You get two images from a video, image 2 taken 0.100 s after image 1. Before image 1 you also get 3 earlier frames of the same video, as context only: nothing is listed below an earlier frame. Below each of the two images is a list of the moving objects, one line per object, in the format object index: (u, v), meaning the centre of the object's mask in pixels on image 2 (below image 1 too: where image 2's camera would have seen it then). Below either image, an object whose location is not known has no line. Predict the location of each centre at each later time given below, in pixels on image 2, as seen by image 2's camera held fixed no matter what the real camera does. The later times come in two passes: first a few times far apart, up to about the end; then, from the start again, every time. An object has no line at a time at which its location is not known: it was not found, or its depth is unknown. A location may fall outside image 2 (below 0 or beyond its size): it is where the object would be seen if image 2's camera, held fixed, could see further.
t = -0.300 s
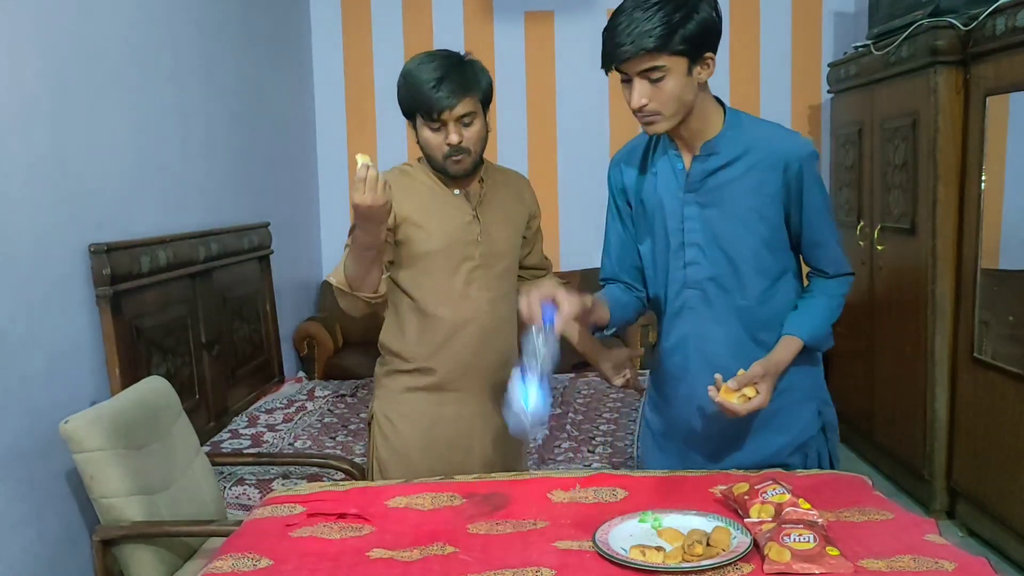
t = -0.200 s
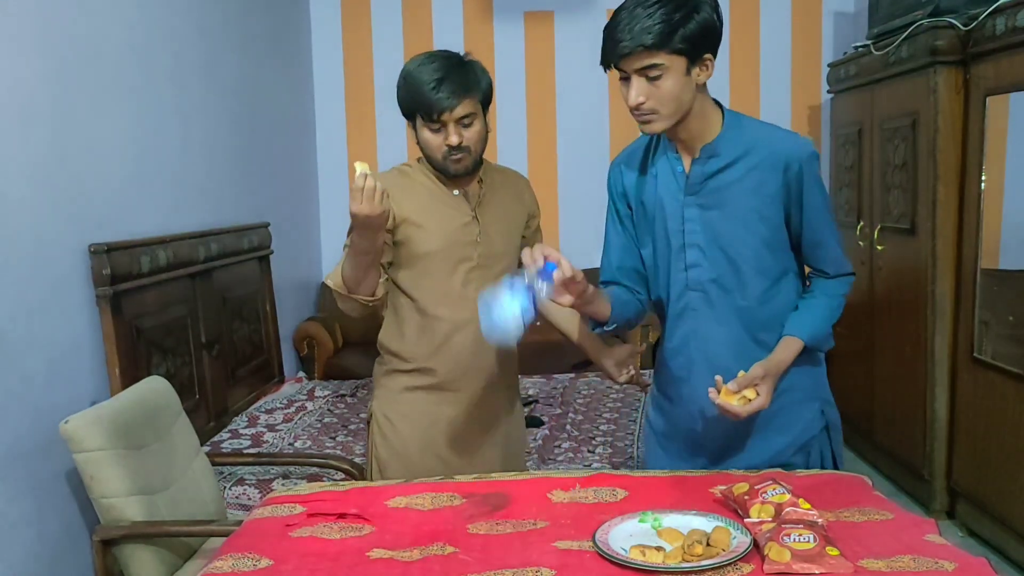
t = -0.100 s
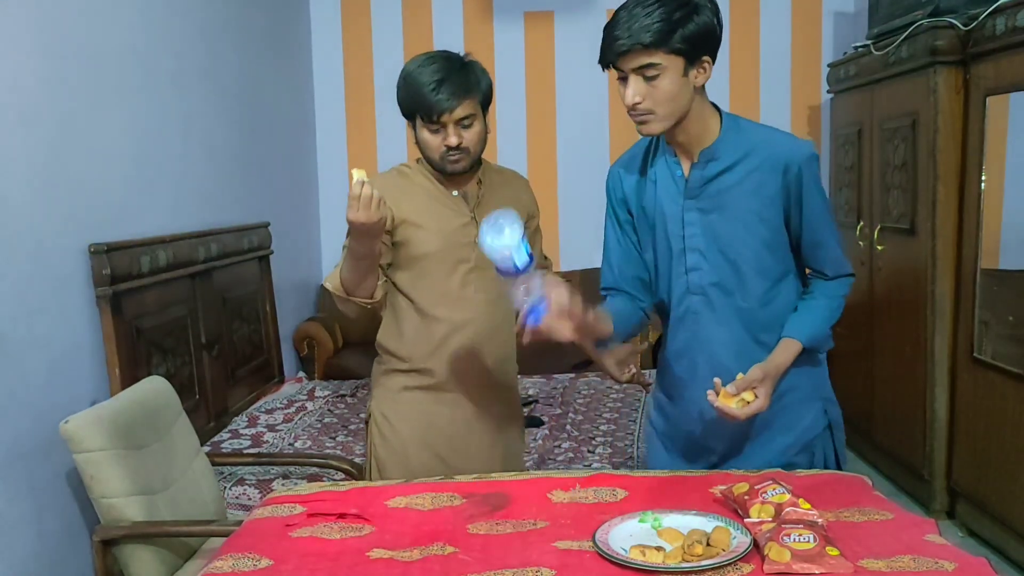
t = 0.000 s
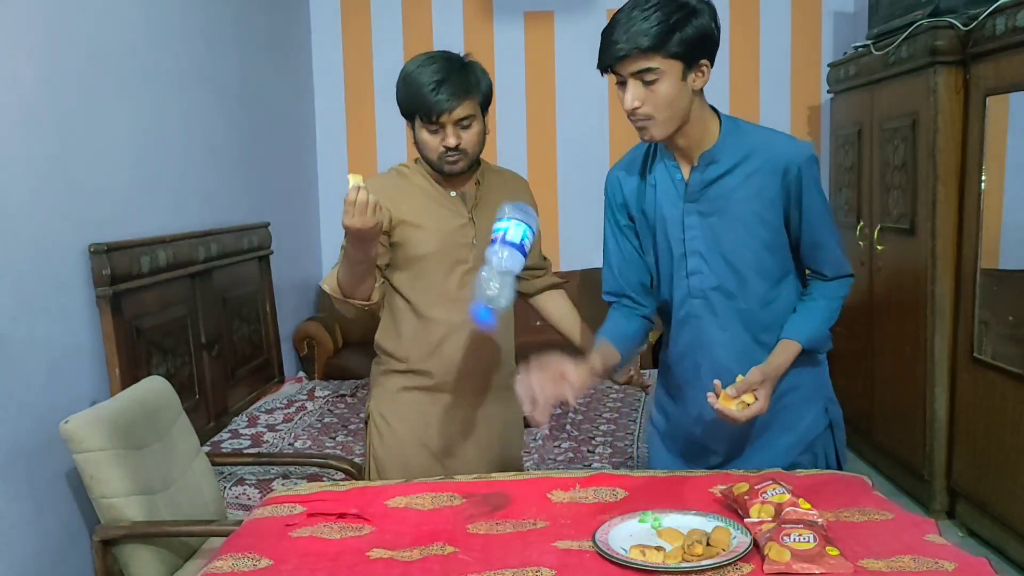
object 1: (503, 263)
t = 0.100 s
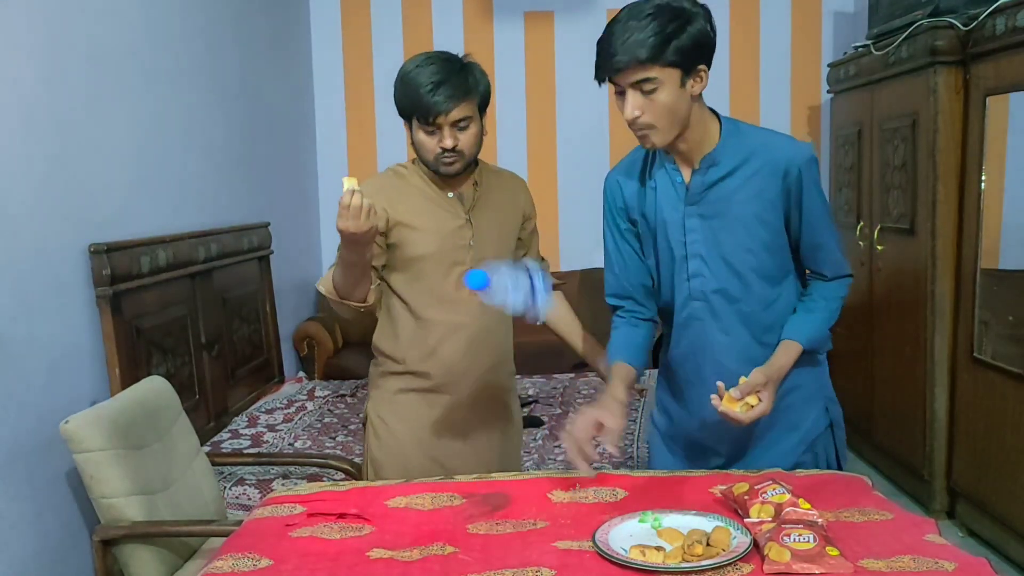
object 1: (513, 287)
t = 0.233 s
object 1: (535, 432)
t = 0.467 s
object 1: (572, 474)
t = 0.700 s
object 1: (576, 487)
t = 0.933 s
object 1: (576, 486)
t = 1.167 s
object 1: (576, 487)
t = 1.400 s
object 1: (576, 487)
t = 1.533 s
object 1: (576, 488)
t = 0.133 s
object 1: (519, 316)
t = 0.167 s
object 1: (524, 347)
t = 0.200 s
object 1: (530, 388)
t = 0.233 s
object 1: (535, 432)
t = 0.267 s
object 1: (541, 472)
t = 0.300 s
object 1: (549, 470)
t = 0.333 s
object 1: (554, 467)
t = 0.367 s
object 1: (558, 464)
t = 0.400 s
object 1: (563, 465)
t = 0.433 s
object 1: (567, 468)
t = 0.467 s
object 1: (572, 474)
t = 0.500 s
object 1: (575, 484)
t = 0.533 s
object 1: (577, 486)
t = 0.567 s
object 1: (578, 487)
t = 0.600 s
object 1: (577, 487)
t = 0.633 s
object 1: (576, 487)
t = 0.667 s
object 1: (576, 487)
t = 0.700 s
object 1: (576, 487)
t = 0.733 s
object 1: (576, 486)
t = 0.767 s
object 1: (576, 487)
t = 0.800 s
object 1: (576, 487)
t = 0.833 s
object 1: (576, 486)
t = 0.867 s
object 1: (576, 486)
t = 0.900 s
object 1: (576, 486)
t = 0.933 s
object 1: (576, 486)
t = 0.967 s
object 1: (576, 486)
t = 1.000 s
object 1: (576, 486)
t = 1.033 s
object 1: (576, 486)
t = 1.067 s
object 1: (576, 487)
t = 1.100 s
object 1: (576, 487)
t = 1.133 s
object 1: (576, 487)
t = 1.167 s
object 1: (576, 487)
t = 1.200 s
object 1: (576, 487)
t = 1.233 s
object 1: (576, 487)
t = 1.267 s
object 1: (576, 487)
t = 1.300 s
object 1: (576, 488)
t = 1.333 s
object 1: (576, 488)
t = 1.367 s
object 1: (576, 487)
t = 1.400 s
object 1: (576, 487)
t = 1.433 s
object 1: (576, 488)
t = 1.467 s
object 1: (576, 487)
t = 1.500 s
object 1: (576, 488)
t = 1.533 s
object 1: (576, 488)
